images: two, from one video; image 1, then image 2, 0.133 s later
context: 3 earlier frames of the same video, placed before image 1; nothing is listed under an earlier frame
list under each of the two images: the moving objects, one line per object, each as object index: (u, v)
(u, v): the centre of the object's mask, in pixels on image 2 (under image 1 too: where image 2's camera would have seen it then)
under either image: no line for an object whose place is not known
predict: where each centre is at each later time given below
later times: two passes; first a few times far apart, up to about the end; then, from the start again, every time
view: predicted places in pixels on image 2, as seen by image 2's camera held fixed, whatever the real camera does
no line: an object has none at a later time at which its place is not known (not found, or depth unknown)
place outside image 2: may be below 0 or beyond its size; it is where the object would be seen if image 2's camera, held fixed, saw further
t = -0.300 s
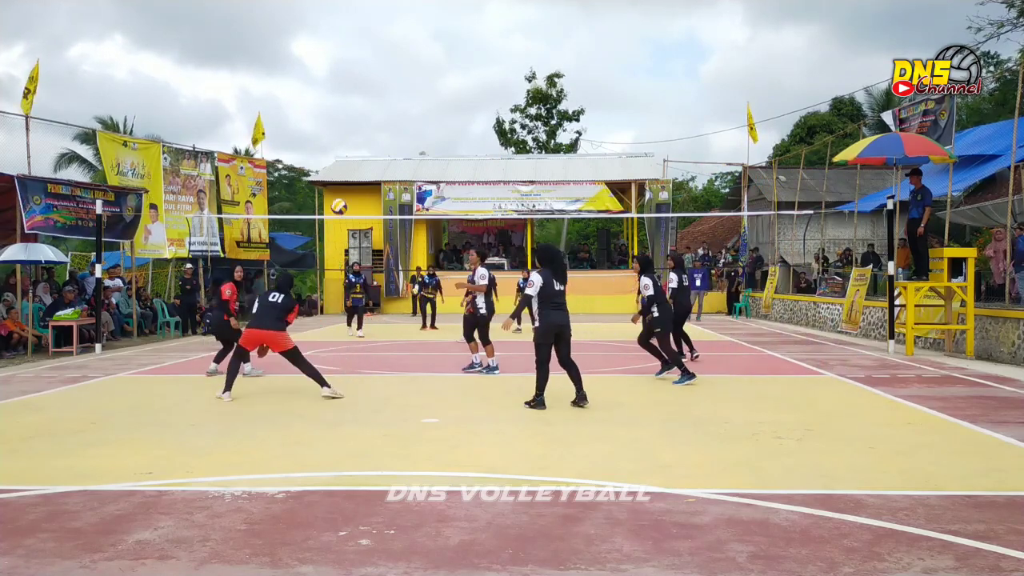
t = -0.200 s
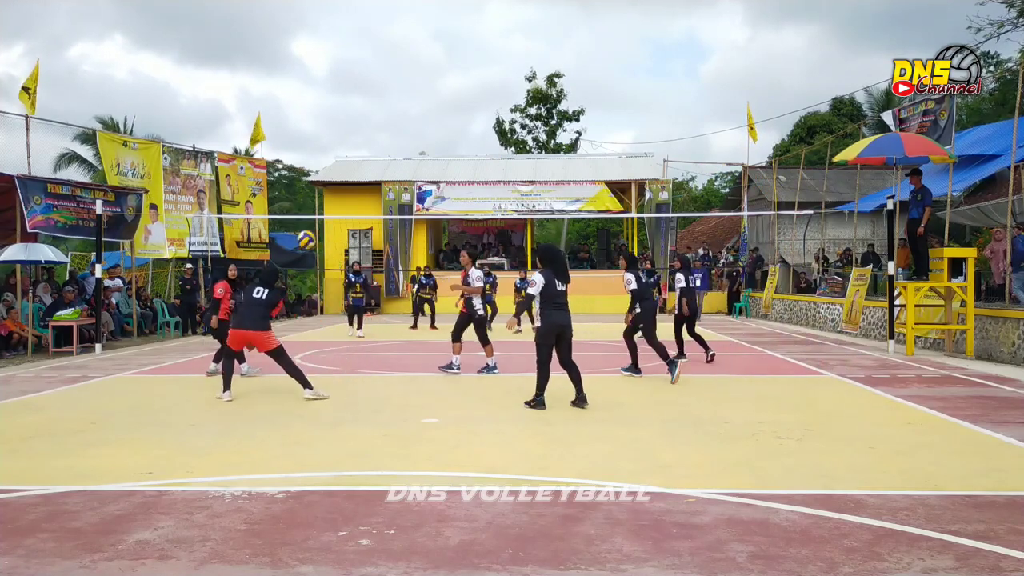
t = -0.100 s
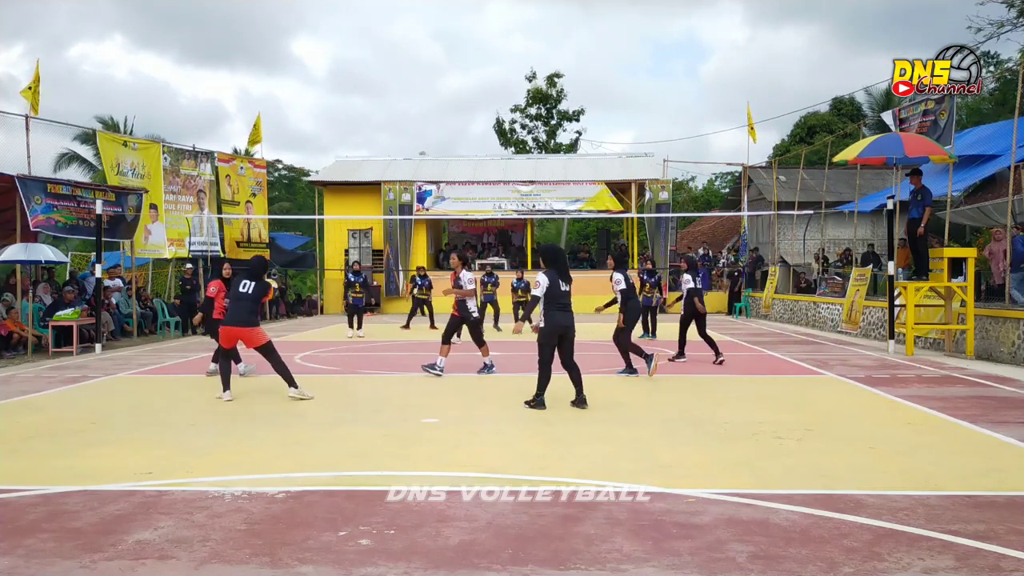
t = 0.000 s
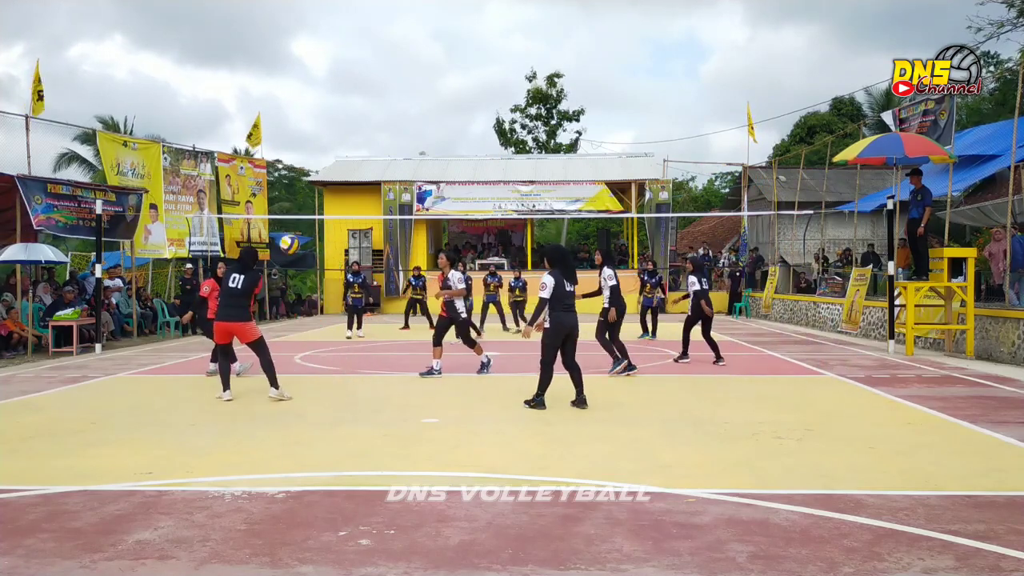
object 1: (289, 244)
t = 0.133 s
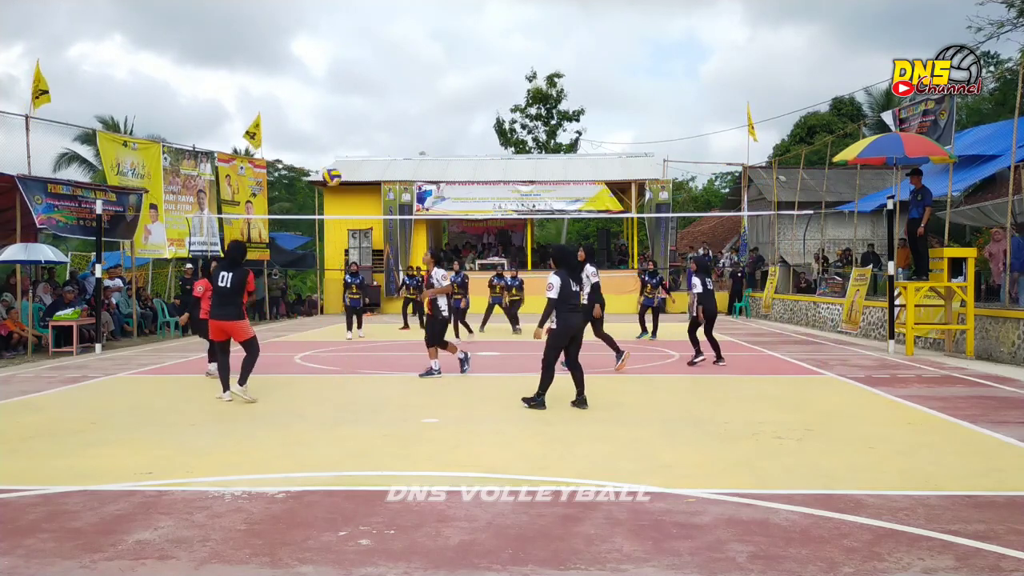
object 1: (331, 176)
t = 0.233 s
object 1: (361, 139)
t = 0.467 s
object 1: (424, 90)
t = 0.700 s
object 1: (480, 87)
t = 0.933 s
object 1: (530, 122)
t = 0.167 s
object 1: (342, 163)
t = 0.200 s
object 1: (351, 150)
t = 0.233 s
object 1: (361, 139)
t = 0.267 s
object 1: (370, 129)
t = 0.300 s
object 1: (380, 120)
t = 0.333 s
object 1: (389, 112)
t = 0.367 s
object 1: (398, 105)
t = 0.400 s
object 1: (407, 99)
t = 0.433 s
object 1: (416, 94)
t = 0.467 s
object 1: (424, 90)
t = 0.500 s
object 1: (432, 87)
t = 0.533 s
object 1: (441, 85)
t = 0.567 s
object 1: (449, 84)
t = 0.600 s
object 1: (457, 84)
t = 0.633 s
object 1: (465, 84)
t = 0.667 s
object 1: (472, 85)
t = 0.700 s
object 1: (480, 87)
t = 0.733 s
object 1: (487, 91)
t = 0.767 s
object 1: (495, 94)
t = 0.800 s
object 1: (502, 99)
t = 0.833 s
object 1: (510, 104)
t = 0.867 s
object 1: (517, 110)
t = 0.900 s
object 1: (524, 115)
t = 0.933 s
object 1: (530, 122)
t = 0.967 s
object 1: (537, 131)
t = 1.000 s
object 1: (543, 139)
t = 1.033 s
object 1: (550, 147)
